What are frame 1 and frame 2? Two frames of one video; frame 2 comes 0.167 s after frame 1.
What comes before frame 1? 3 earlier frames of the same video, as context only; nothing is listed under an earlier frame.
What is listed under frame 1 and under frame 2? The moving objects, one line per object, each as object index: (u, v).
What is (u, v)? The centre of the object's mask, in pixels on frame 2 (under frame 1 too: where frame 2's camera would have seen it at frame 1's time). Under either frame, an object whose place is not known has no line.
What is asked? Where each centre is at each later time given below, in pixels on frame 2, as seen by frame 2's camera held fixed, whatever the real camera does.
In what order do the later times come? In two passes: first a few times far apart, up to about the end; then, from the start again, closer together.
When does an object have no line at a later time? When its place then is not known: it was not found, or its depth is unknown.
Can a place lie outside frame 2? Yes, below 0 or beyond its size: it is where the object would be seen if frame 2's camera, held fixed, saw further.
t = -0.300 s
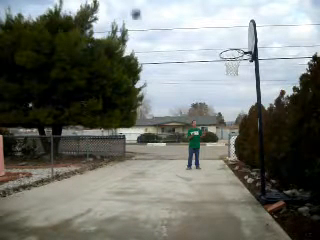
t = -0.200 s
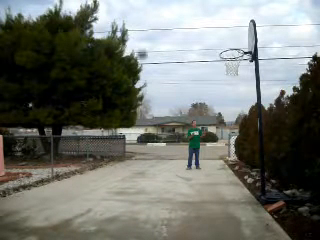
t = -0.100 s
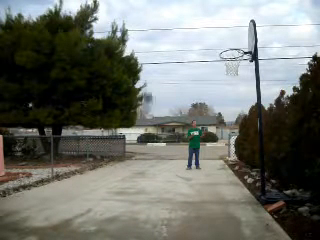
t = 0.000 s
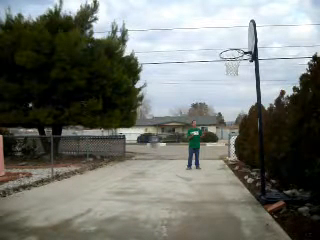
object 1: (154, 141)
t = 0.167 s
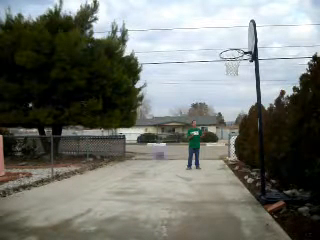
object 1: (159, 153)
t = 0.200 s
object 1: (161, 140)
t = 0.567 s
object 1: (170, 62)
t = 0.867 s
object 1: (178, 39)
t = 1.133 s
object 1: (185, 47)
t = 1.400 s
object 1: (192, 76)
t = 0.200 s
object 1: (161, 140)
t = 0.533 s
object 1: (169, 66)
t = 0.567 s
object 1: (170, 62)
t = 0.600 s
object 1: (171, 58)
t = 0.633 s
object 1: (172, 54)
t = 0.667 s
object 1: (173, 51)
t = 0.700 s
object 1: (174, 47)
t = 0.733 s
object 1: (175, 45)
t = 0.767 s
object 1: (175, 43)
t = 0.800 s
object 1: (177, 41)
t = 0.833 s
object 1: (177, 40)
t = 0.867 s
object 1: (178, 39)
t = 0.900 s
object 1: (179, 39)
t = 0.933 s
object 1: (180, 39)
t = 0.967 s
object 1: (181, 39)
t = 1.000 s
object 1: (182, 40)
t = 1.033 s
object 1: (183, 41)
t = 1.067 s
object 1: (183, 43)
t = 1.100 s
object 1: (184, 45)
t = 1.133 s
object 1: (185, 47)
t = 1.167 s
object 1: (186, 49)
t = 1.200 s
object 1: (187, 52)
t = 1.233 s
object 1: (188, 55)
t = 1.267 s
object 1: (189, 59)
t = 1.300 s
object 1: (189, 63)
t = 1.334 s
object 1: (190, 67)
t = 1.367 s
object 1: (191, 71)
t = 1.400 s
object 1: (192, 76)
